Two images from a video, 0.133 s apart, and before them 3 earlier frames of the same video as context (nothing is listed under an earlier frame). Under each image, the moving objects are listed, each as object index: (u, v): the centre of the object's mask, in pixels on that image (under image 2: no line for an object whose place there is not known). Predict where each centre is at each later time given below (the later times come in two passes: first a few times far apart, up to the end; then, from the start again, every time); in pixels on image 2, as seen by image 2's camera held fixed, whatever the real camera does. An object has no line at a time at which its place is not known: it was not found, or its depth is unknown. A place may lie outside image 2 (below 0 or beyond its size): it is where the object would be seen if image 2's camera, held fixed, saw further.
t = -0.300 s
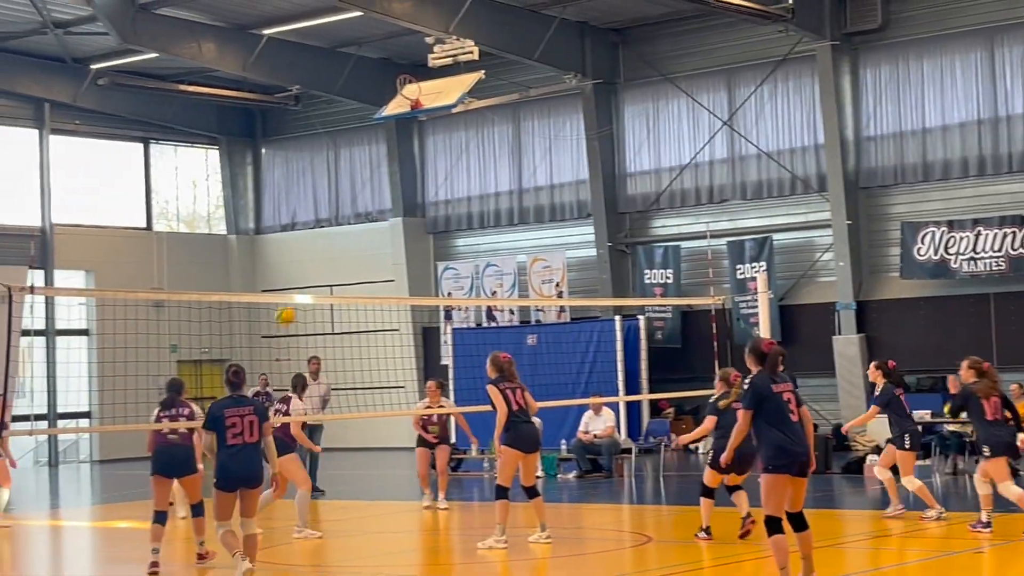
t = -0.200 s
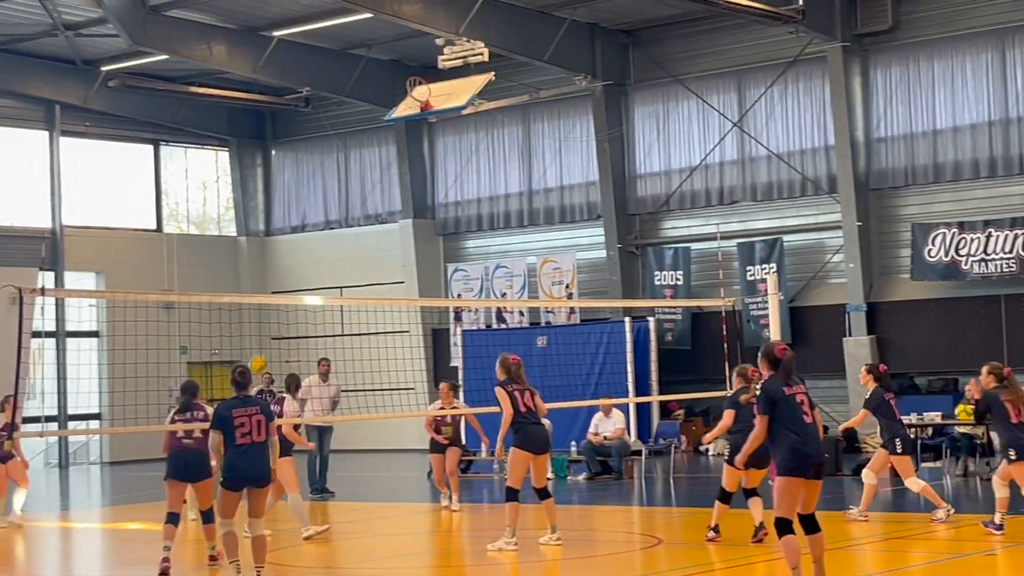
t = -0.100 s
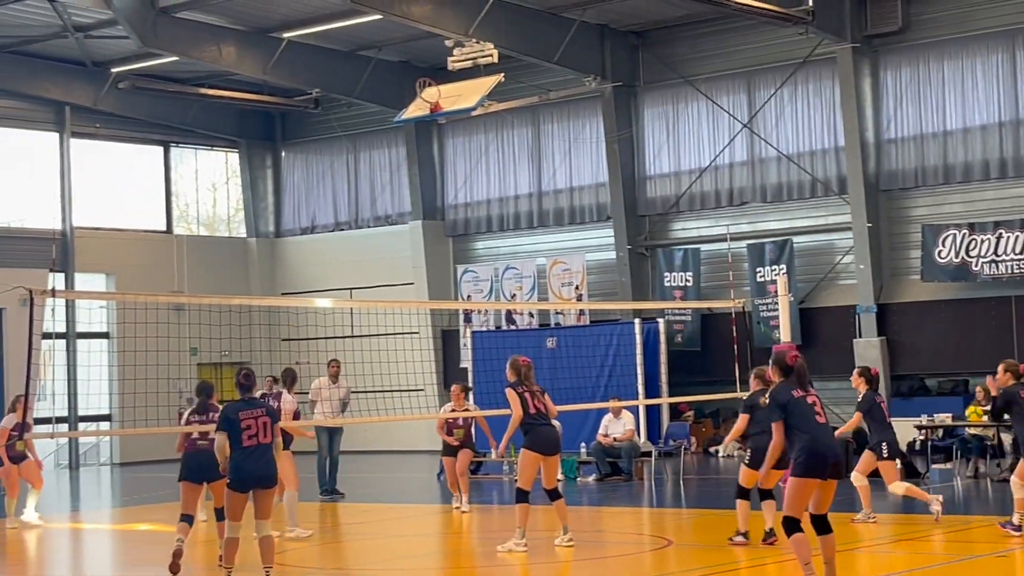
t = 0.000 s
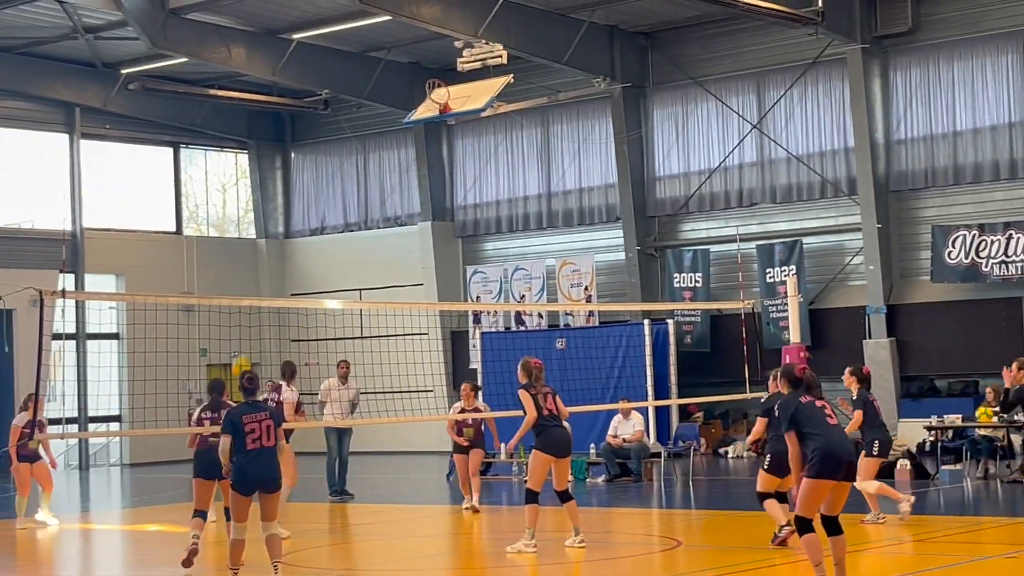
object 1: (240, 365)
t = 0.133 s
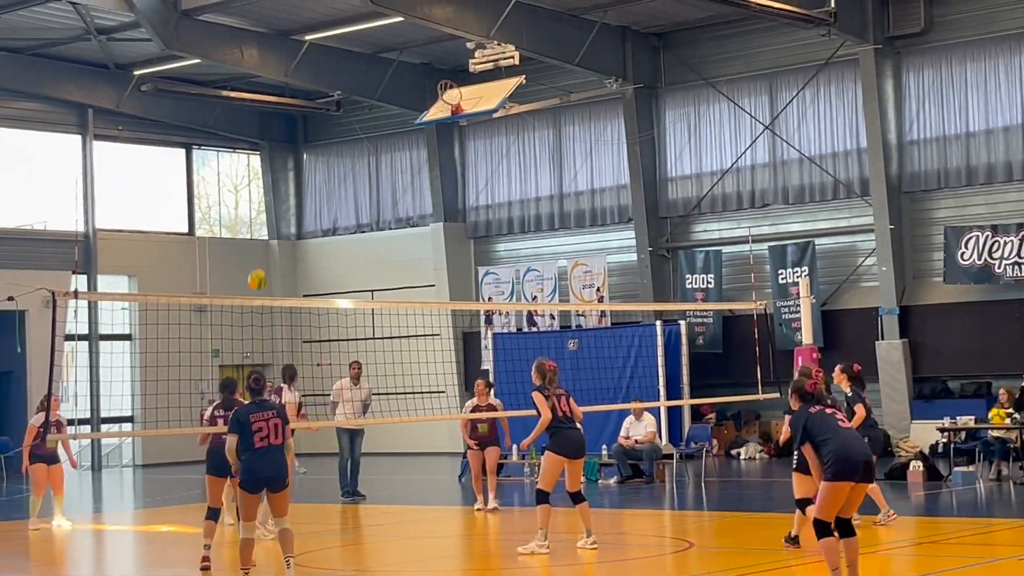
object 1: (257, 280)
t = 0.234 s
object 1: (262, 224)
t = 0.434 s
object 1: (270, 138)
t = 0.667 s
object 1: (277, 81)
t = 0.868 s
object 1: (286, 72)
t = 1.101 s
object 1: (299, 114)
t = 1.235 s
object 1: (307, 163)
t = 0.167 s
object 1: (259, 260)
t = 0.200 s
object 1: (261, 243)
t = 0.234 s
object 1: (262, 224)
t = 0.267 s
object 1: (264, 207)
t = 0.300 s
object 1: (266, 192)
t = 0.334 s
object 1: (267, 177)
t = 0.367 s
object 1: (269, 162)
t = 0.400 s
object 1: (268, 149)
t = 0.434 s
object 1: (270, 138)
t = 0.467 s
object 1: (271, 127)
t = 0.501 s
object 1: (272, 116)
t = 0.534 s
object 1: (273, 108)
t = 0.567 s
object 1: (274, 99)
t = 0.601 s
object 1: (275, 92)
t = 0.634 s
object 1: (276, 86)
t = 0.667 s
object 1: (277, 81)
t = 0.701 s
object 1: (278, 77)
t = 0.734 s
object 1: (279, 74)
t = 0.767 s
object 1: (281, 72)
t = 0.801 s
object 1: (283, 71)
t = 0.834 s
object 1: (284, 71)
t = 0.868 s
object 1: (286, 72)
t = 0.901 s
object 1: (287, 75)
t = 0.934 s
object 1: (289, 79)
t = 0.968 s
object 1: (291, 84)
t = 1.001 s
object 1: (293, 89)
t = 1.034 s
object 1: (297, 96)
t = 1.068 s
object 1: (297, 104)
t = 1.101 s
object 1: (299, 114)
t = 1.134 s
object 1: (302, 125)
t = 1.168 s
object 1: (304, 136)
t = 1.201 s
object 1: (306, 149)
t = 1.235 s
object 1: (307, 163)
